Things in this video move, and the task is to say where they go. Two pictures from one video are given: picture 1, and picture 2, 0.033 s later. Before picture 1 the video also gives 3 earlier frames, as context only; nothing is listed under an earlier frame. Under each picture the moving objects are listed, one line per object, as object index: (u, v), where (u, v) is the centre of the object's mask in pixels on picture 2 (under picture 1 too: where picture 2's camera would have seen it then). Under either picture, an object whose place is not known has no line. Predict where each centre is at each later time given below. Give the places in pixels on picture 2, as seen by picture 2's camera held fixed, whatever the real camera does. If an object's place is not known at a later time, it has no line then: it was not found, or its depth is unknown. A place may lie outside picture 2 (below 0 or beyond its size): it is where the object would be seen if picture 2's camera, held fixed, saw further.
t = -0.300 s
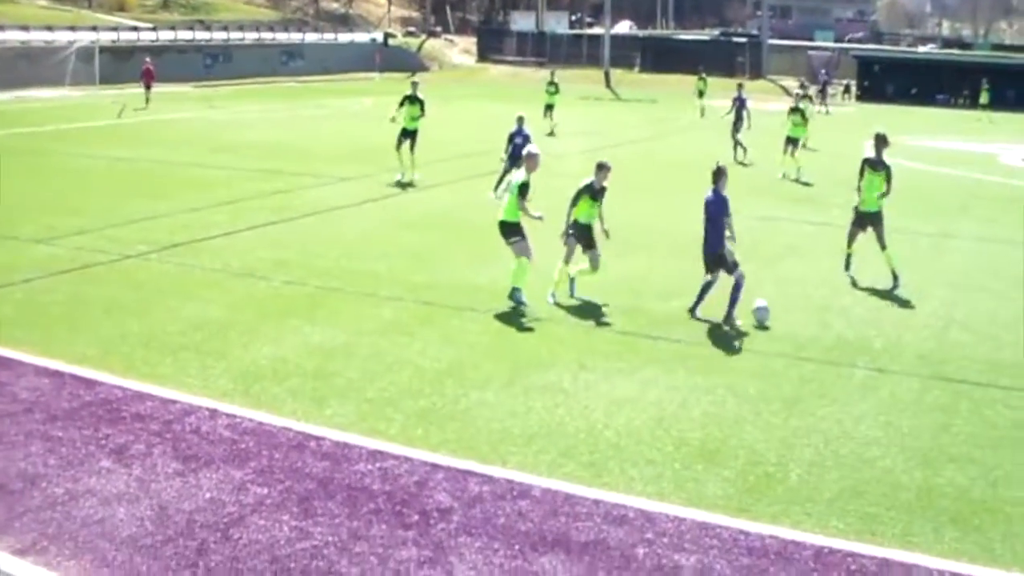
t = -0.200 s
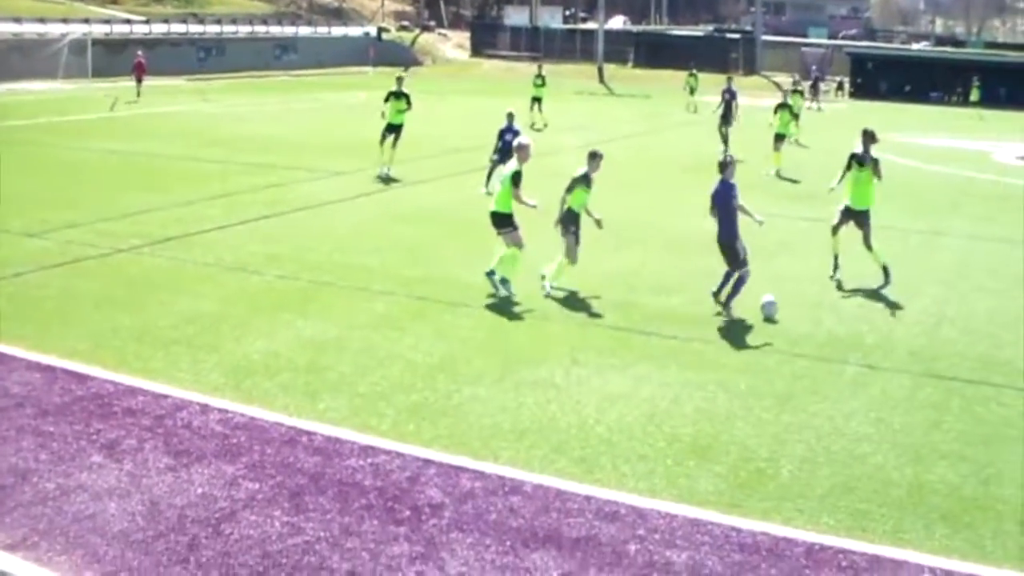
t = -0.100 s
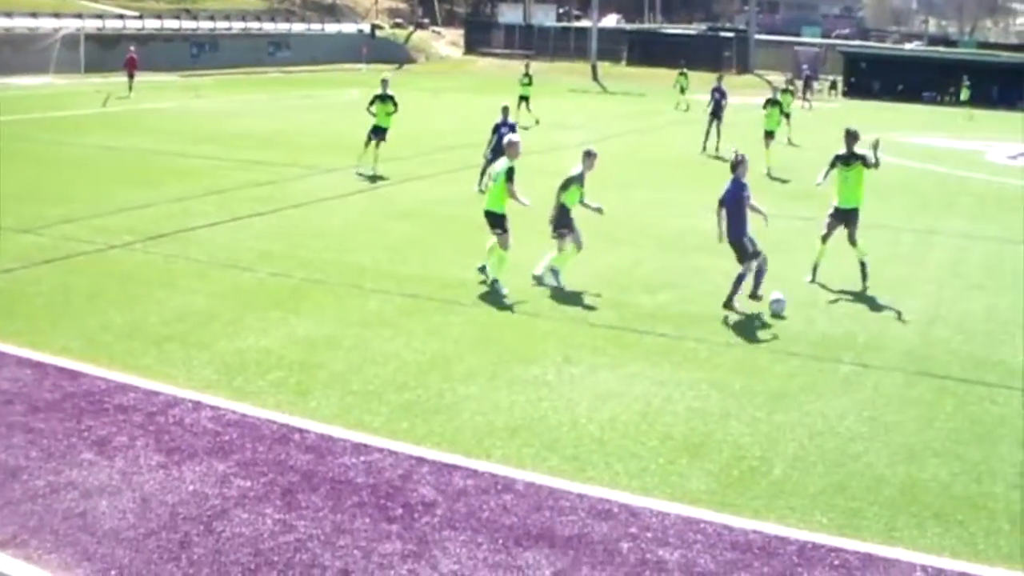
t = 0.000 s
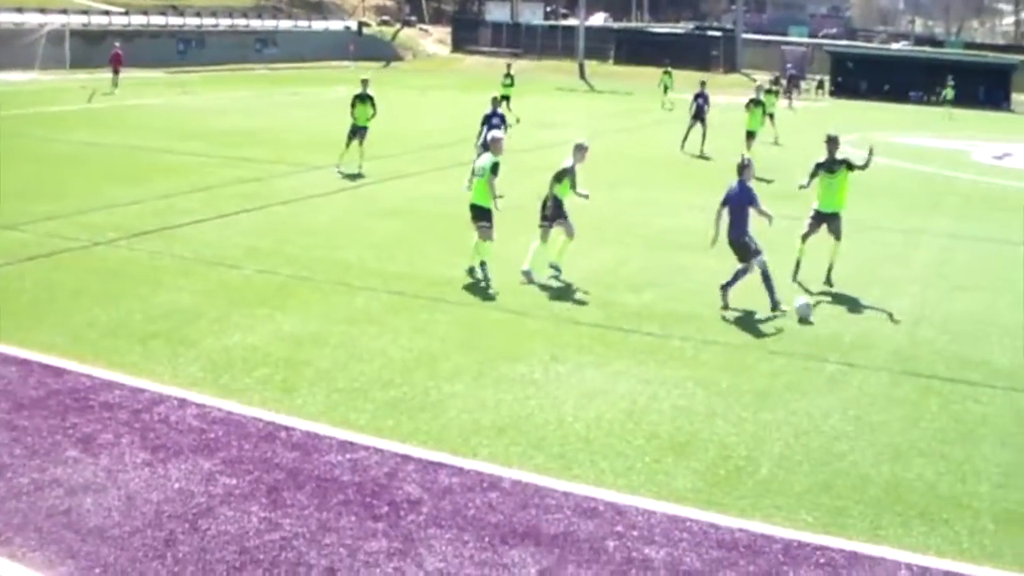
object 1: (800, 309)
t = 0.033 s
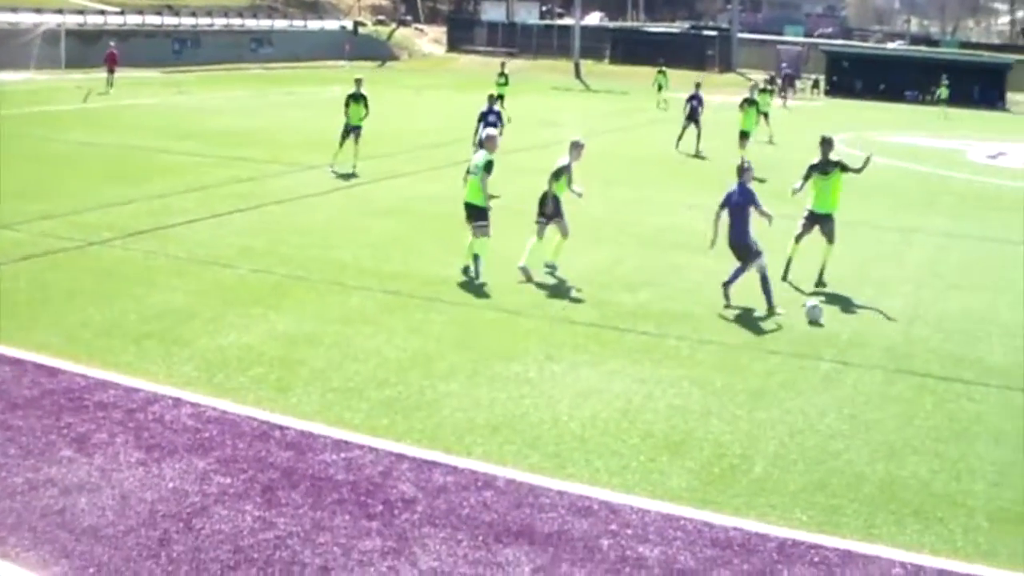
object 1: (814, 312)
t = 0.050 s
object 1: (821, 312)
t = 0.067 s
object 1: (829, 315)
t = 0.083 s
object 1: (836, 317)
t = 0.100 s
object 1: (843, 317)
